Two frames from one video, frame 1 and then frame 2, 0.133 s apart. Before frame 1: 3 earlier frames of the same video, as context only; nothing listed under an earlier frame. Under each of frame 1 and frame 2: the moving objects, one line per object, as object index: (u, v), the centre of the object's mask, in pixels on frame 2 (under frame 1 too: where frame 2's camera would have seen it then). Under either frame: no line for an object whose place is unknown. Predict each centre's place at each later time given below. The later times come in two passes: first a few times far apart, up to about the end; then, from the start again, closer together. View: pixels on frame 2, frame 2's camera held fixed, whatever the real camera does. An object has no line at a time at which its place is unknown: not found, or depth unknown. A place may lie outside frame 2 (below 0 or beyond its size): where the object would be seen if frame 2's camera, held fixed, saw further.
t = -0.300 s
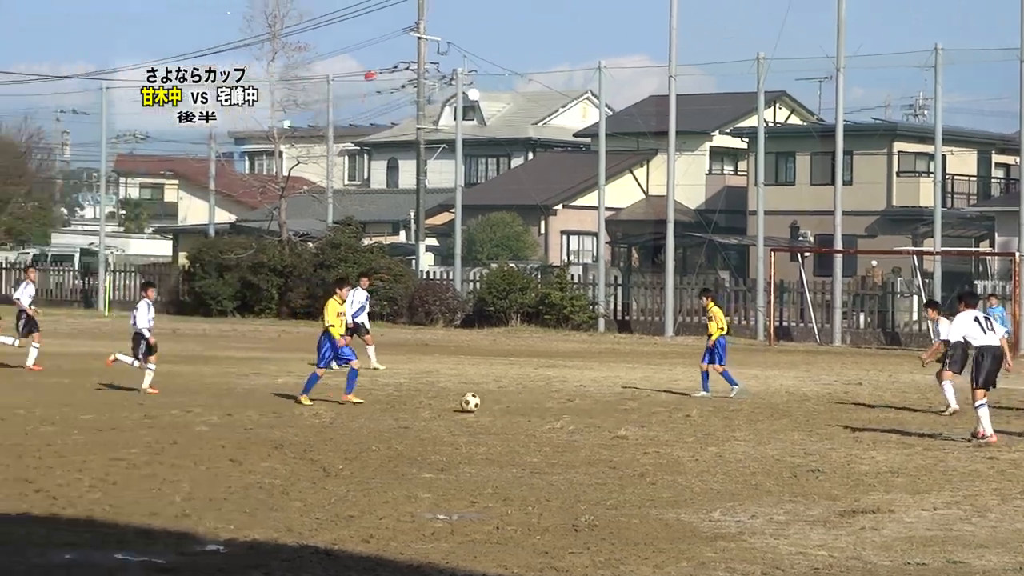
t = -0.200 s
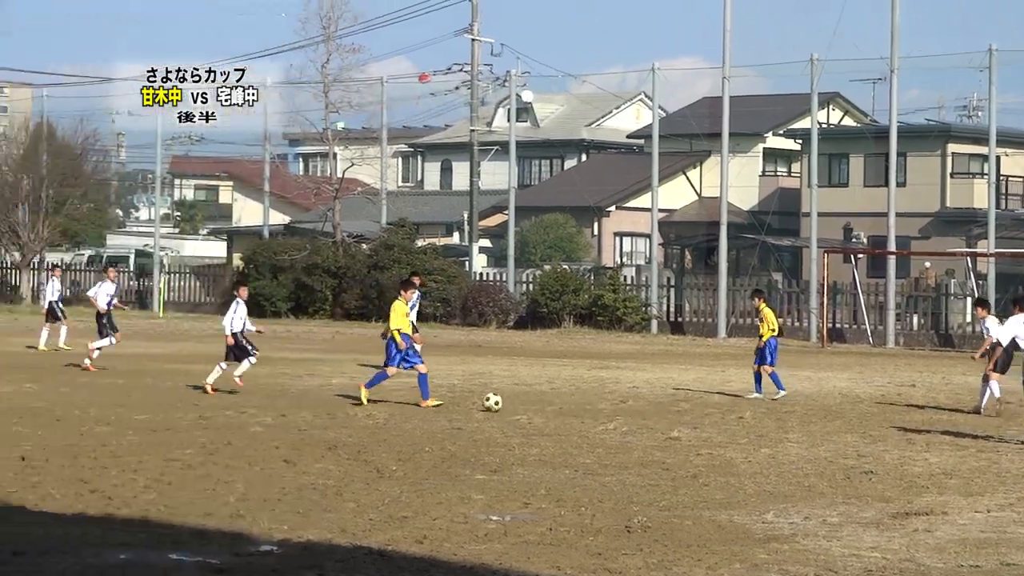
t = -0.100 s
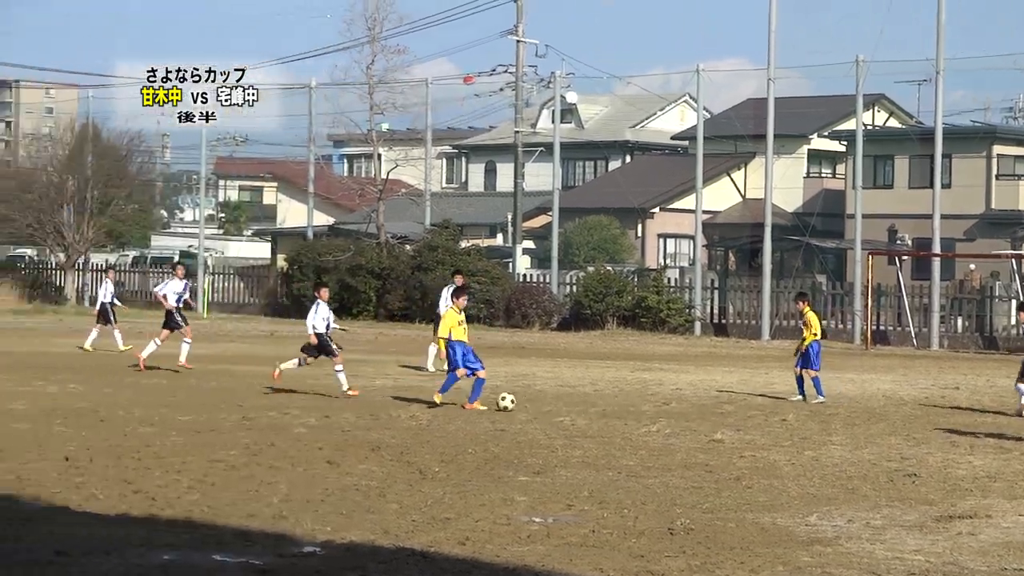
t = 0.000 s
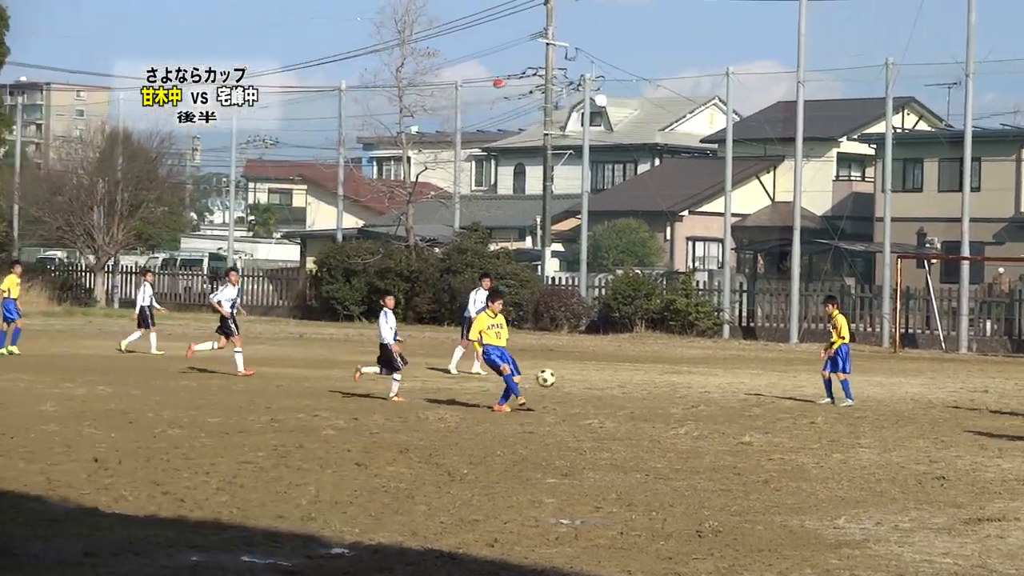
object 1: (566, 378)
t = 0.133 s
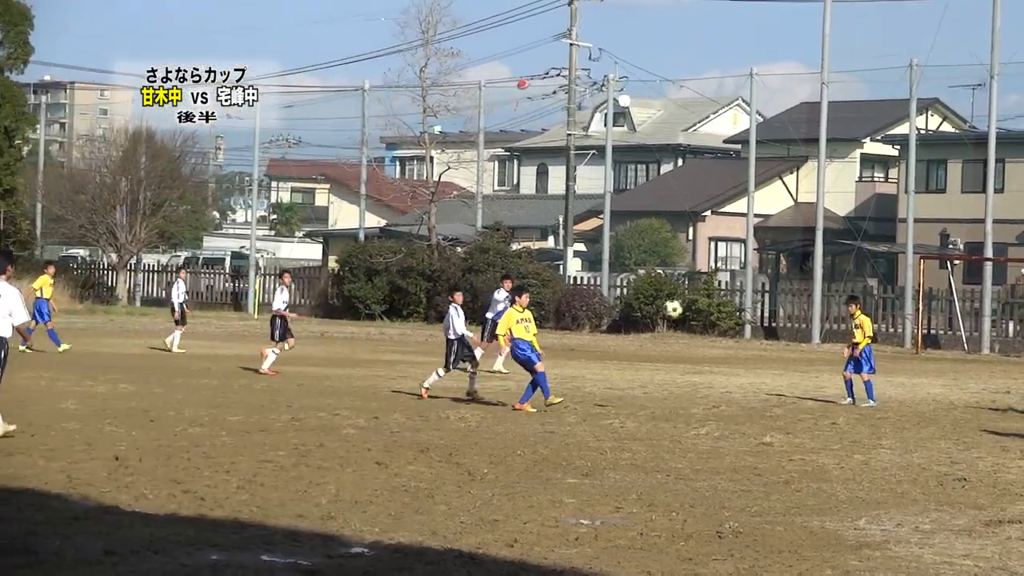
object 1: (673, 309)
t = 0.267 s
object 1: (777, 255)
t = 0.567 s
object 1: (1010, 184)
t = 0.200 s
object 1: (725, 280)
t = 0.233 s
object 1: (752, 268)
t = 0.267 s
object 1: (777, 255)
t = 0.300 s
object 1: (803, 244)
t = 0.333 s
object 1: (829, 233)
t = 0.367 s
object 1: (854, 223)
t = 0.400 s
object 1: (880, 214)
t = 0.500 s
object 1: (958, 193)
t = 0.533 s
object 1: (983, 187)
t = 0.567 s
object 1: (1010, 184)
